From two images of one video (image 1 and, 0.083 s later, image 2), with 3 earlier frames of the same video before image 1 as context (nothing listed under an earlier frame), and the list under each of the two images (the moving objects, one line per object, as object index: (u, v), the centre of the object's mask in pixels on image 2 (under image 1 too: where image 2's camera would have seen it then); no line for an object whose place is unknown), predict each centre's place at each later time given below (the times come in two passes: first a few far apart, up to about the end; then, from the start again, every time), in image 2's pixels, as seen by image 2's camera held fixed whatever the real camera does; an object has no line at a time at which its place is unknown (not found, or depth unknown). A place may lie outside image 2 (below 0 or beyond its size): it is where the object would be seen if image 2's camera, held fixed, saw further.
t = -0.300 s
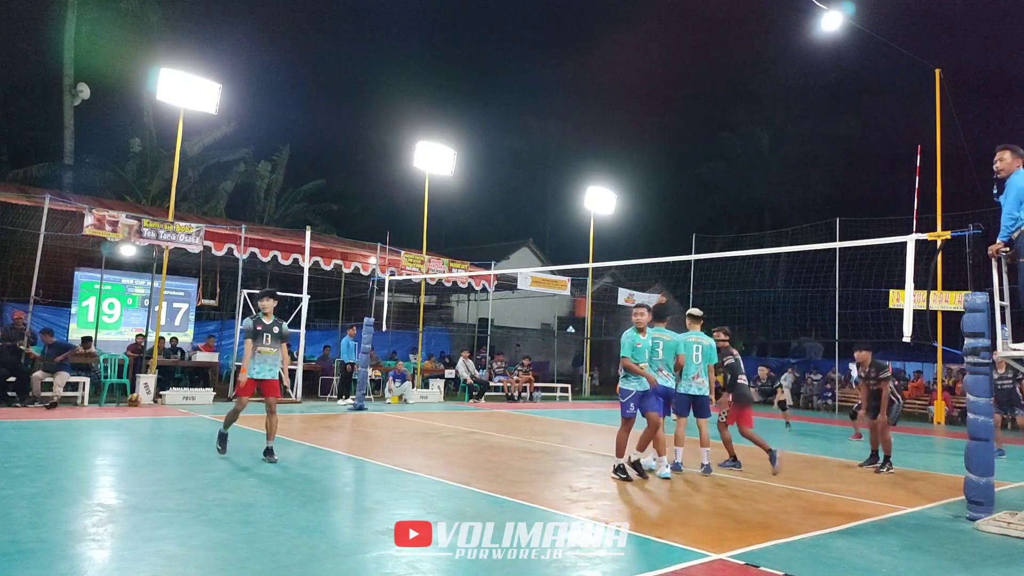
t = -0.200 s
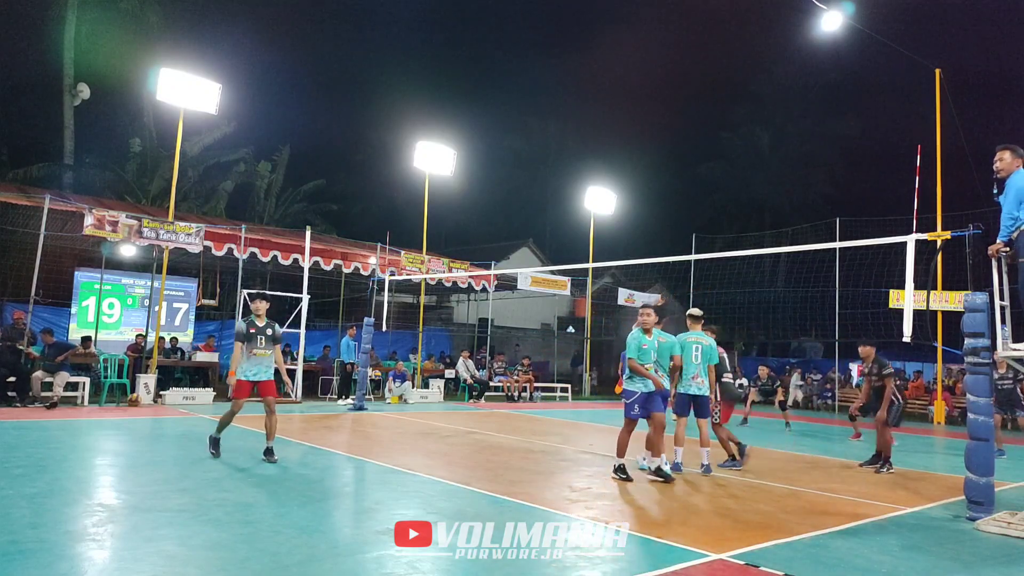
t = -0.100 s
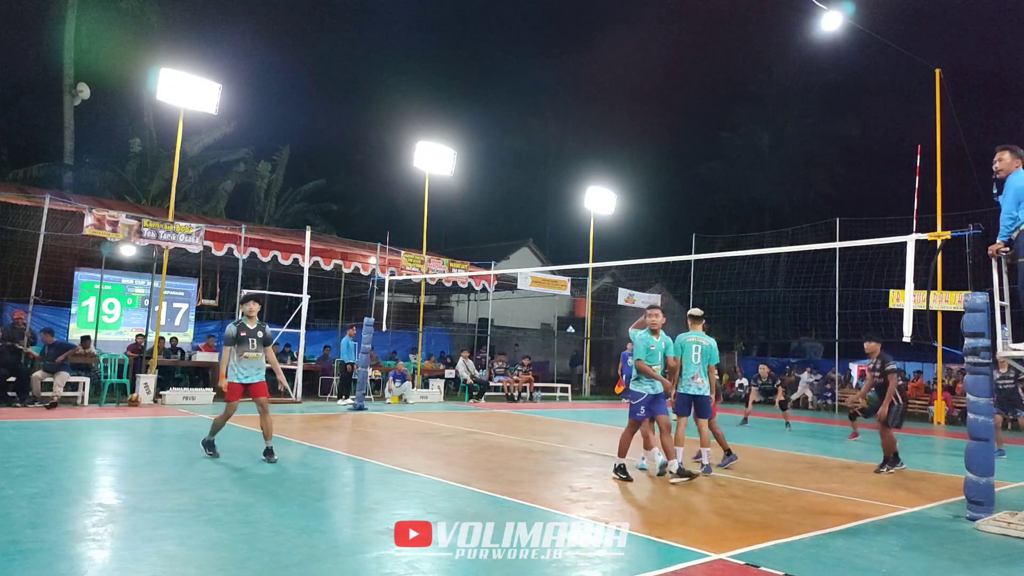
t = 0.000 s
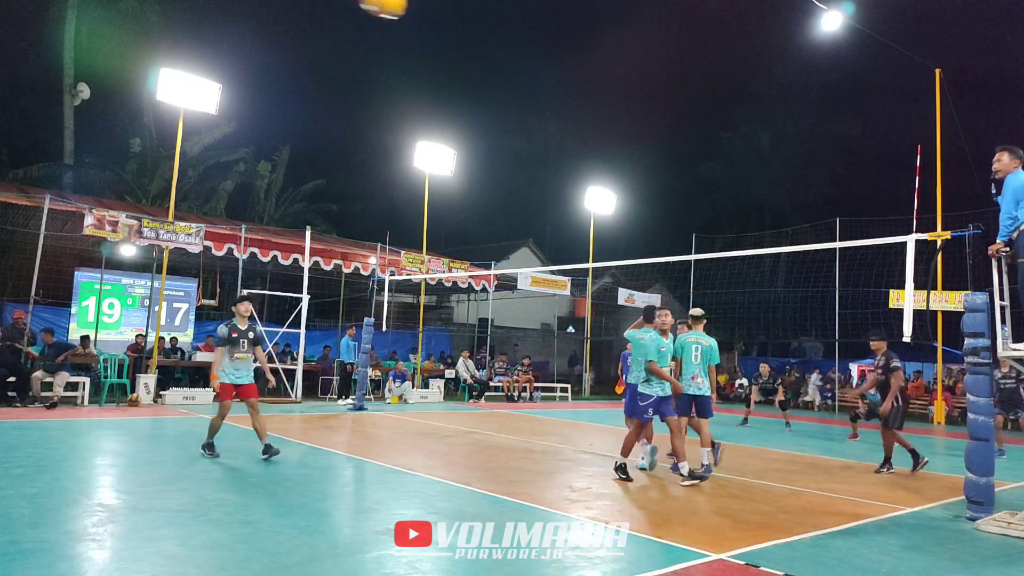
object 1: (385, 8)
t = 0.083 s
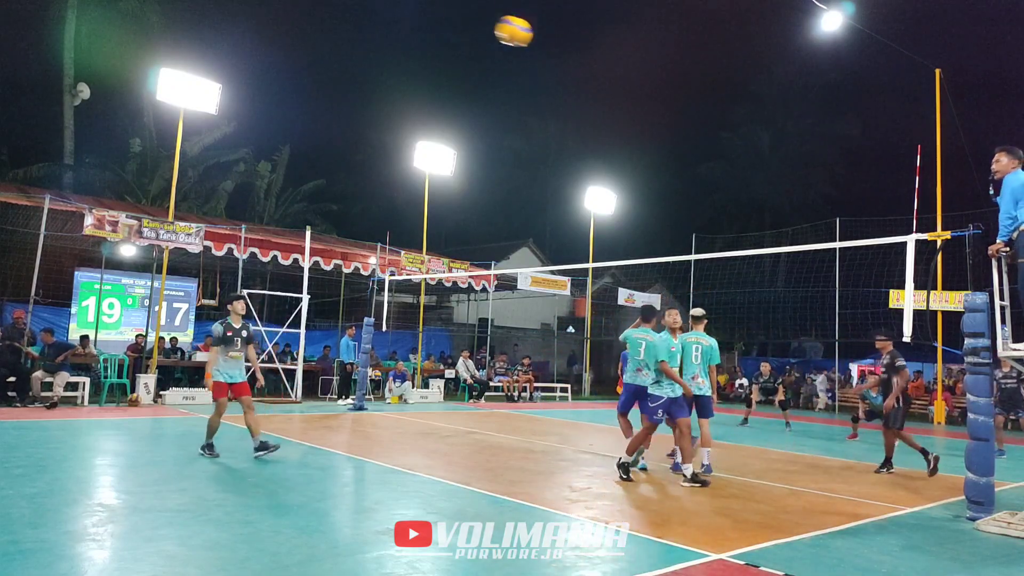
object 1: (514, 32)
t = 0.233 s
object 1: (670, 86)
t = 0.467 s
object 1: (807, 171)
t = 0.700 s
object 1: (889, 260)
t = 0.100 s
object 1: (535, 37)
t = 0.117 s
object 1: (556, 43)
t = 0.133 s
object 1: (575, 50)
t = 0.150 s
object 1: (593, 56)
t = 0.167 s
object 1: (610, 61)
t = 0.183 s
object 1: (626, 68)
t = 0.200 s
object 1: (642, 74)
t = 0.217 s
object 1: (656, 80)
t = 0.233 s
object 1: (670, 86)
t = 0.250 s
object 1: (683, 92)
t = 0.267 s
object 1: (696, 98)
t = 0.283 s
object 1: (708, 104)
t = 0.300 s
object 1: (719, 110)
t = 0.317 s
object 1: (730, 116)
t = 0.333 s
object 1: (740, 122)
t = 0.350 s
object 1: (750, 128)
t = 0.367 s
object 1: (759, 134)
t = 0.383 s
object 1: (768, 140)
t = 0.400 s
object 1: (776, 146)
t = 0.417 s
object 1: (785, 152)
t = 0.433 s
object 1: (793, 159)
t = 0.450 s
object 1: (800, 165)
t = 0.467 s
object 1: (807, 171)
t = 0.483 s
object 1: (815, 177)
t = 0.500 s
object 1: (821, 183)
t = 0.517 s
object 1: (828, 190)
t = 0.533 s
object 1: (834, 196)
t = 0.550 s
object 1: (841, 202)
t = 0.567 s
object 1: (847, 209)
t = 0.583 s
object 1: (853, 215)
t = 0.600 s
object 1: (858, 221)
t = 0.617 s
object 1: (864, 228)
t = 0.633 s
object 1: (869, 233)
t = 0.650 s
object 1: (874, 240)
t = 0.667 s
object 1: (880, 249)
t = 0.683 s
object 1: (884, 254)
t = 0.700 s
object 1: (889, 260)
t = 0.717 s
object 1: (893, 267)
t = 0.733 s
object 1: (897, 273)
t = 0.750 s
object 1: (900, 279)
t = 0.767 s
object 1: (902, 285)
